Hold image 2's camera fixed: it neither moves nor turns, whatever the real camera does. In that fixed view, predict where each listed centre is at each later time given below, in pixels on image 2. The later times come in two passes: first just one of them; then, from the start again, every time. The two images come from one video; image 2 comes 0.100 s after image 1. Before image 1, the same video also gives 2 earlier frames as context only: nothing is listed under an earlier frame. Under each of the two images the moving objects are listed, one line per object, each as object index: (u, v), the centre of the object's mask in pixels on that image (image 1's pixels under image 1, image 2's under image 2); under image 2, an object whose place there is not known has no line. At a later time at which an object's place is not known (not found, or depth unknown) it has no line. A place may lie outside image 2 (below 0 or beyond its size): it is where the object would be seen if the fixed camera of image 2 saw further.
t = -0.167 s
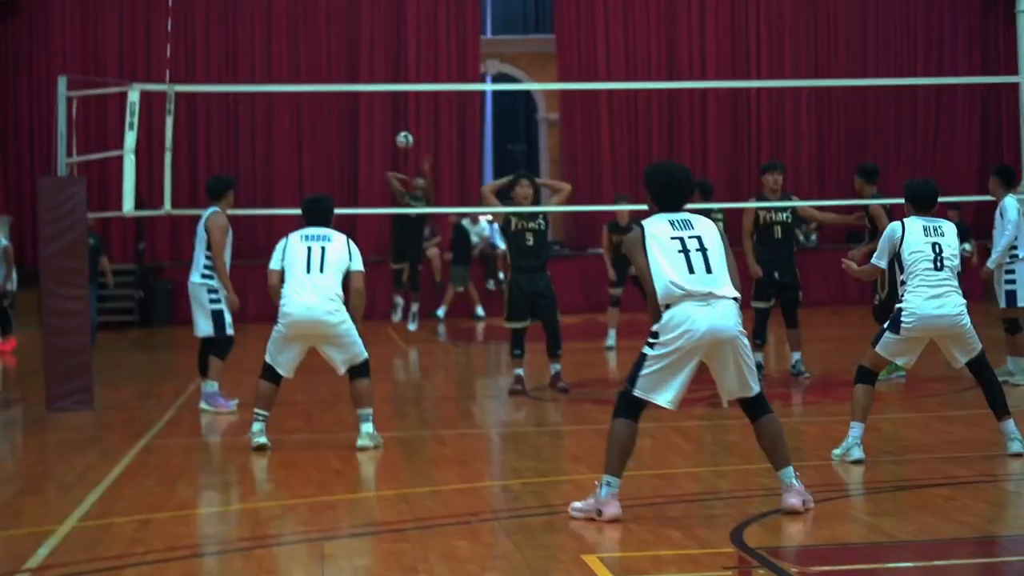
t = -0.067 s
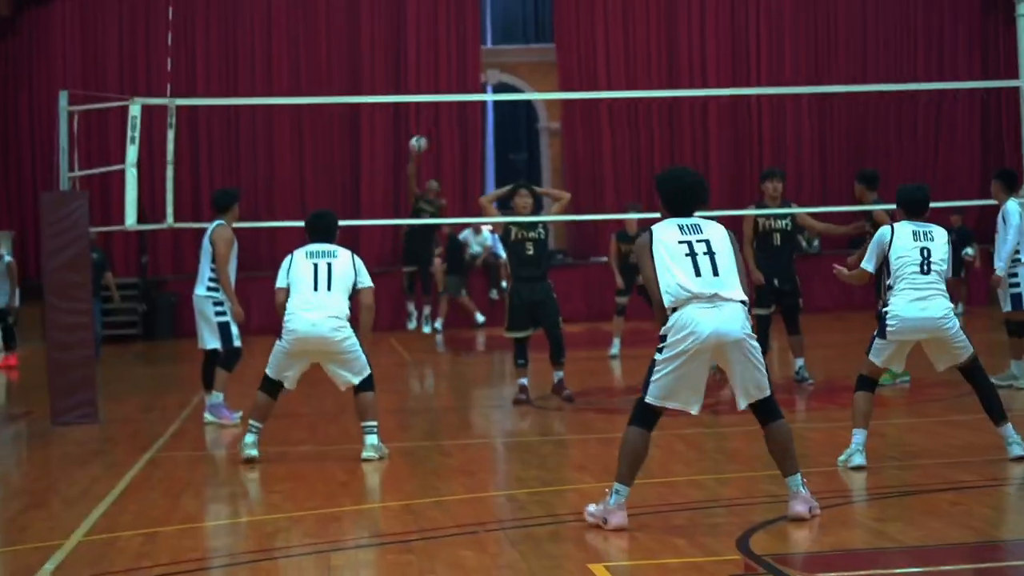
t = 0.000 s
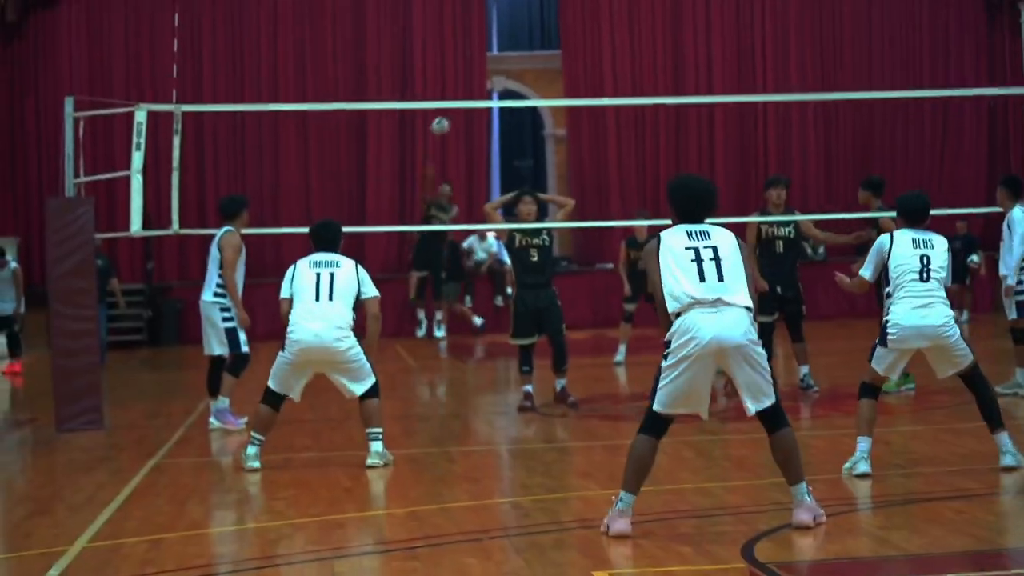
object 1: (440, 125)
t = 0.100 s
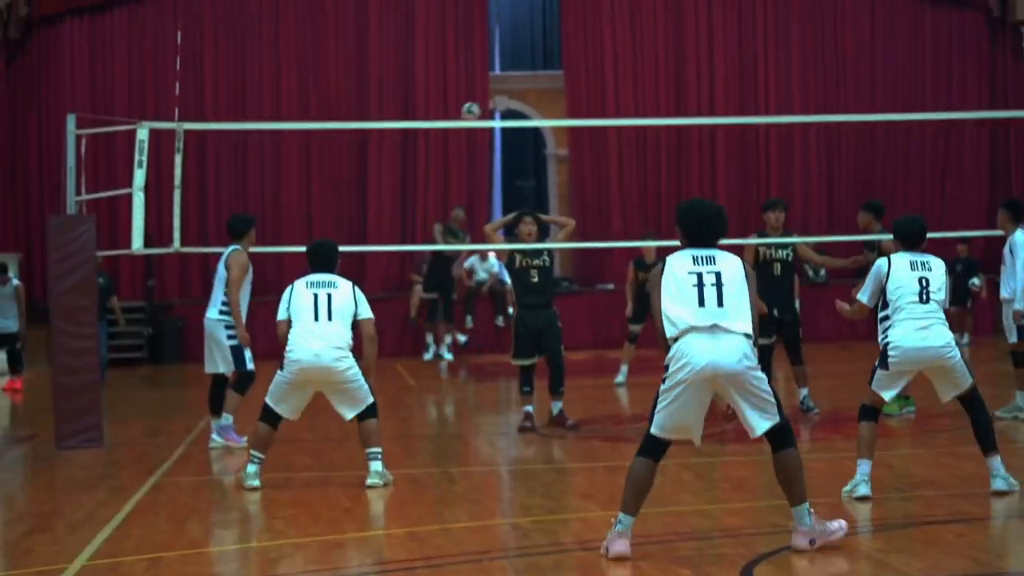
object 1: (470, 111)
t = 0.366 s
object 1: (575, 48)
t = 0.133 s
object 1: (482, 101)
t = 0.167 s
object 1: (492, 90)
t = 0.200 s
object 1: (505, 81)
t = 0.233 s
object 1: (516, 73)
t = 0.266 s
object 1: (529, 64)
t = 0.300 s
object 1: (544, 59)
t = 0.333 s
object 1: (559, 53)
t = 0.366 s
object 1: (575, 48)
